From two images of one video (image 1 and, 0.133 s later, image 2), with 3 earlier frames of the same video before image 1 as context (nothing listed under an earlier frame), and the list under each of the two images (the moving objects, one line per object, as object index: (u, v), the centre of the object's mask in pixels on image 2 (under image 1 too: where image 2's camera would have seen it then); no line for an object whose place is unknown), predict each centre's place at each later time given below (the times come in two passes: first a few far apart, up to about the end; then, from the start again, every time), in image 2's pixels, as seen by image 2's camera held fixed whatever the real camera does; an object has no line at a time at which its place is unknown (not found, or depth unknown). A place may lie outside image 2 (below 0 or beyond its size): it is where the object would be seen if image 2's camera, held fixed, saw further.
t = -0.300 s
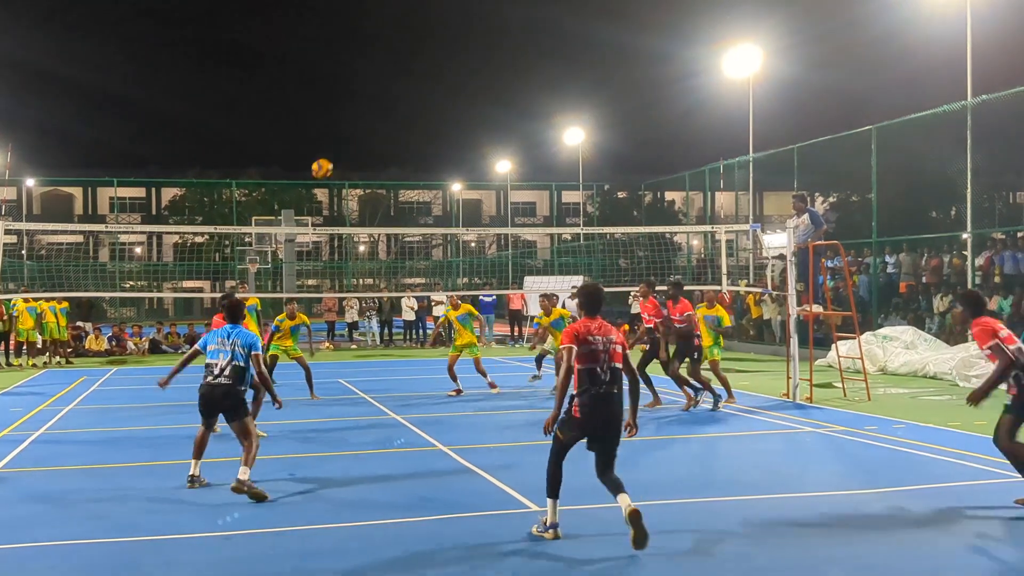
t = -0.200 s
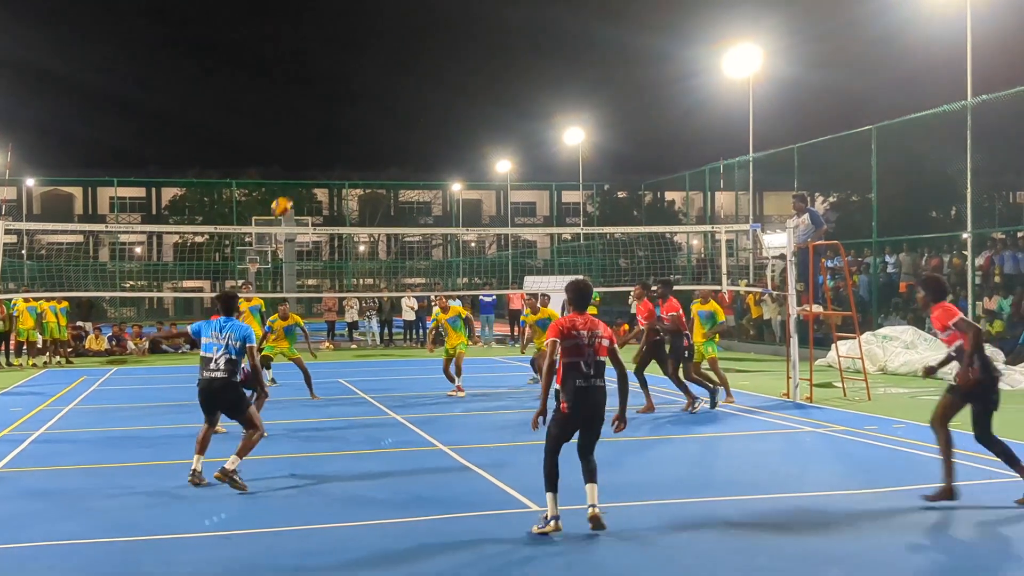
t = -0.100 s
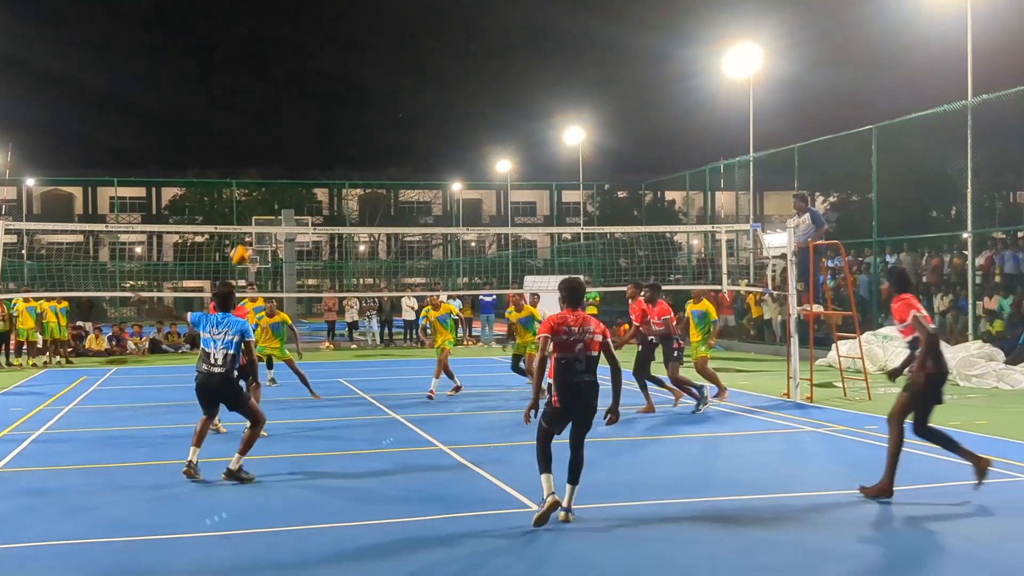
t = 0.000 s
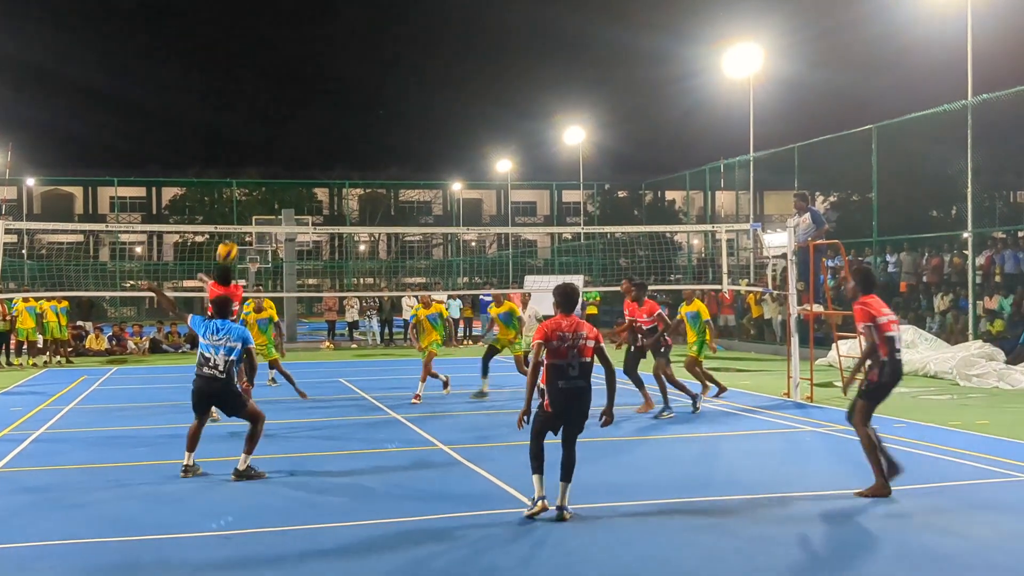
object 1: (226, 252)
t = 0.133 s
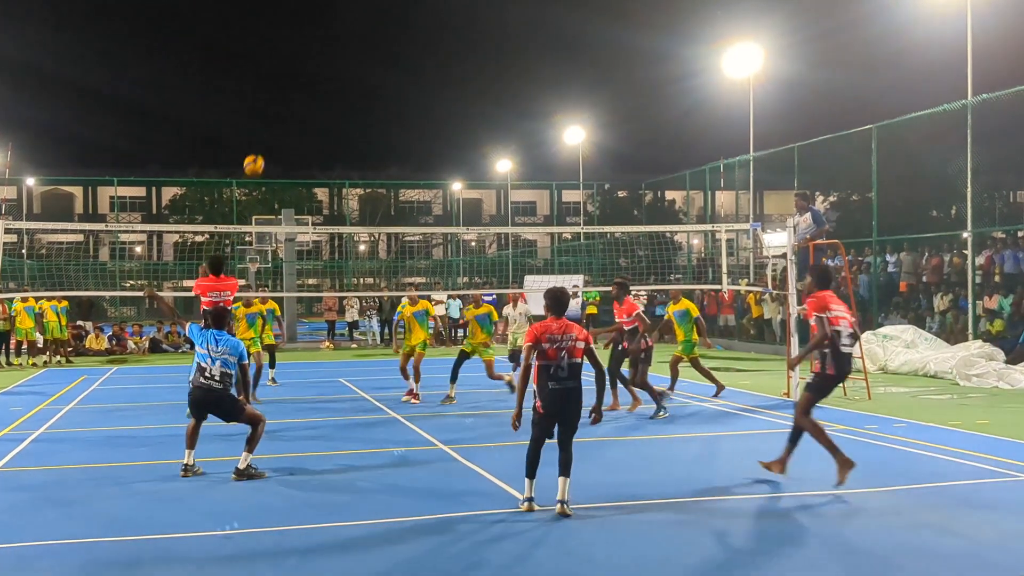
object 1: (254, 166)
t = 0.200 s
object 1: (267, 129)
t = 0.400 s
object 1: (305, 50)
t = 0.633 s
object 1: (344, 7)
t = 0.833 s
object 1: (376, 6)
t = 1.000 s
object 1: (401, 24)
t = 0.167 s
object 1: (260, 146)
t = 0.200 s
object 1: (267, 129)
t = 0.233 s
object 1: (274, 112)
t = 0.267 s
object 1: (280, 98)
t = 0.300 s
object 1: (287, 84)
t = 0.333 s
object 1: (293, 72)
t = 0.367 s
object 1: (299, 61)
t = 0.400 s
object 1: (305, 50)
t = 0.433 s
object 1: (310, 41)
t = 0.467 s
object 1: (316, 33)
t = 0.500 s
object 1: (322, 25)
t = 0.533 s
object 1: (328, 19)
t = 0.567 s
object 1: (333, 13)
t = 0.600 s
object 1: (339, 9)
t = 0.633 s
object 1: (344, 7)
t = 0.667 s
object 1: (350, 6)
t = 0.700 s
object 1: (355, 5)
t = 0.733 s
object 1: (360, 4)
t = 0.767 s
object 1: (366, 4)
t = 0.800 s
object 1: (371, 5)
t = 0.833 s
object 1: (376, 6)
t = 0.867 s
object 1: (382, 7)
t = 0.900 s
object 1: (387, 9)
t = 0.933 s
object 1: (392, 14)
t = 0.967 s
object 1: (396, 19)
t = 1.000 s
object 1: (401, 24)
